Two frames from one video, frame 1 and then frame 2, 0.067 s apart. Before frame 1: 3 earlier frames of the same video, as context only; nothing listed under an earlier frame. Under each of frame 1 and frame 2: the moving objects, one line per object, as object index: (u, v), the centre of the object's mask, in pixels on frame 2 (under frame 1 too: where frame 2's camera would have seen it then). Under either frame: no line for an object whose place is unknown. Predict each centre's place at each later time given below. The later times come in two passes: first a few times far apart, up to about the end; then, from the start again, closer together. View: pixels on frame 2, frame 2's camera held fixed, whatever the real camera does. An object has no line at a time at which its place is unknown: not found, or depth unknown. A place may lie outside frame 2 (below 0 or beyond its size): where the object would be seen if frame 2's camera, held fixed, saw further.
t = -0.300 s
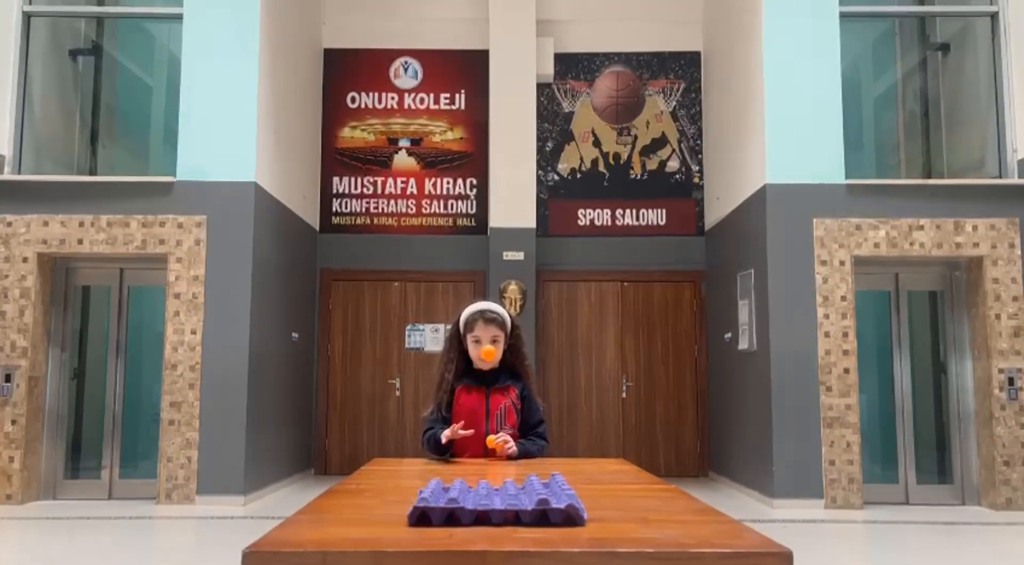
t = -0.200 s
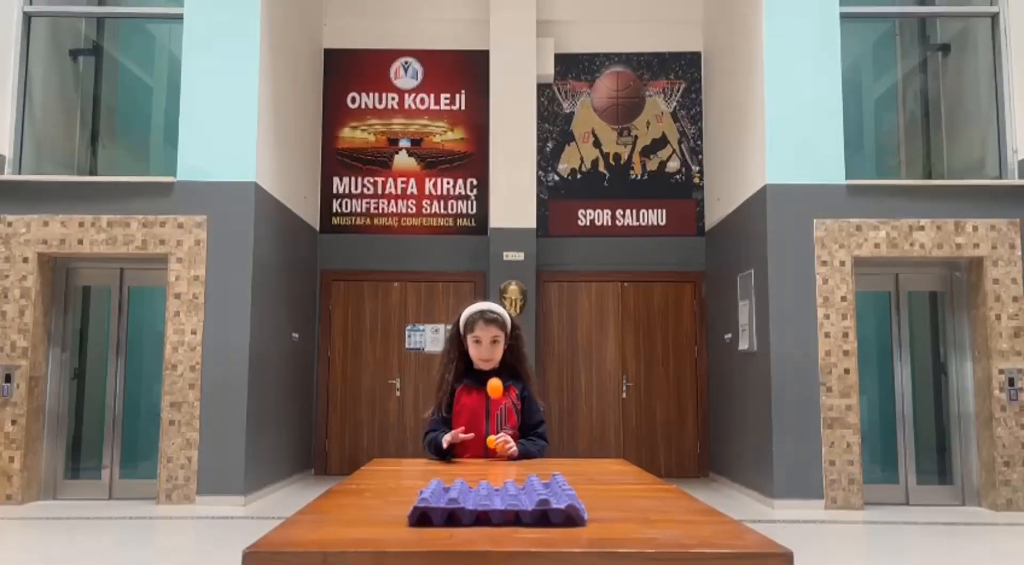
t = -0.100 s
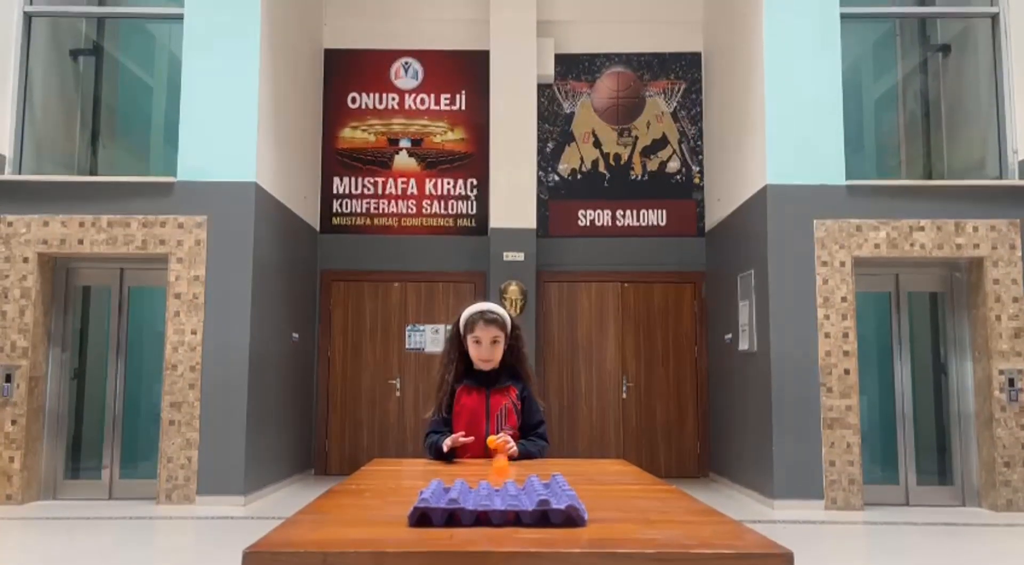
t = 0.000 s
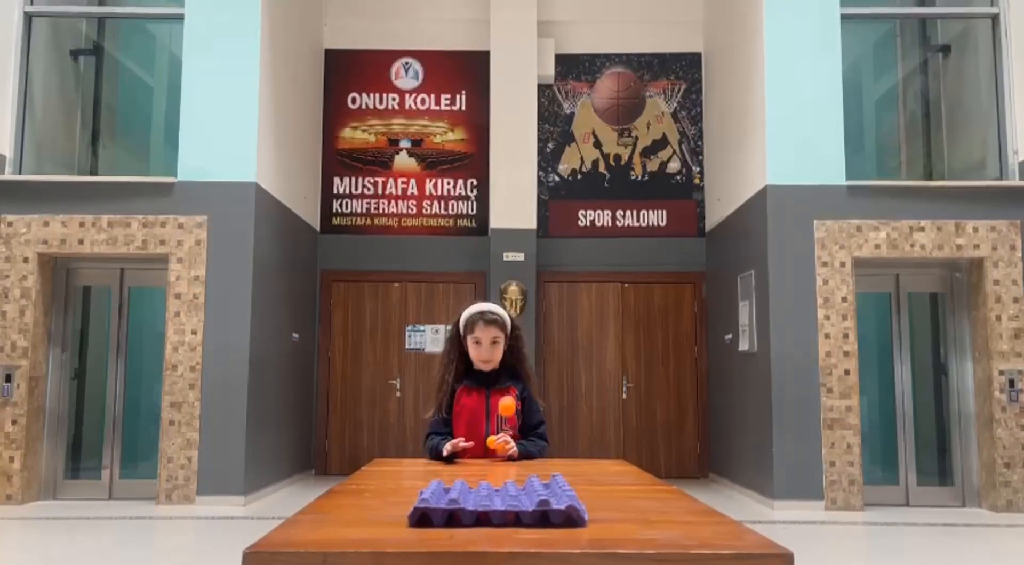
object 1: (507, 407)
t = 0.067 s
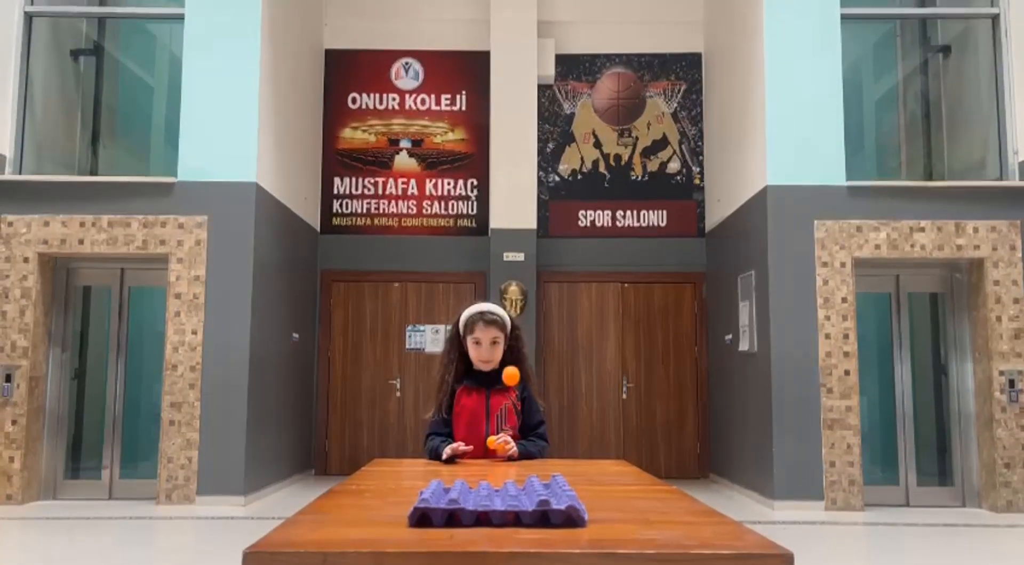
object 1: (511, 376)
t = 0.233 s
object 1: (521, 383)
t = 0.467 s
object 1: (550, 443)
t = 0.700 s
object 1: (595, 466)
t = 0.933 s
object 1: (628, 479)
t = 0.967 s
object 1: (632, 473)
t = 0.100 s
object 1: (513, 368)
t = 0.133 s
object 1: (515, 365)
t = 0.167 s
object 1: (517, 366)
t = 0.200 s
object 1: (519, 372)
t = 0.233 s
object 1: (521, 383)
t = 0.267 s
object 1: (523, 400)
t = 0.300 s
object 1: (525, 423)
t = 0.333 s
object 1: (527, 450)
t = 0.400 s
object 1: (535, 468)
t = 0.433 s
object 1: (542, 455)
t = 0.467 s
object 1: (550, 443)
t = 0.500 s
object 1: (557, 437)
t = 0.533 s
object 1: (563, 437)
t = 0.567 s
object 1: (570, 441)
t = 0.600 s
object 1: (577, 450)
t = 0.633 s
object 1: (583, 463)
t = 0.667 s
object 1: (590, 484)
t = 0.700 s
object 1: (595, 466)
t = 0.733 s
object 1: (600, 453)
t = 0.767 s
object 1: (604, 445)
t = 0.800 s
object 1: (608, 442)
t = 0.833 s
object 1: (613, 444)
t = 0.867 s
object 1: (617, 450)
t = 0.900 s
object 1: (622, 461)
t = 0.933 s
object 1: (628, 479)
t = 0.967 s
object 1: (632, 473)
